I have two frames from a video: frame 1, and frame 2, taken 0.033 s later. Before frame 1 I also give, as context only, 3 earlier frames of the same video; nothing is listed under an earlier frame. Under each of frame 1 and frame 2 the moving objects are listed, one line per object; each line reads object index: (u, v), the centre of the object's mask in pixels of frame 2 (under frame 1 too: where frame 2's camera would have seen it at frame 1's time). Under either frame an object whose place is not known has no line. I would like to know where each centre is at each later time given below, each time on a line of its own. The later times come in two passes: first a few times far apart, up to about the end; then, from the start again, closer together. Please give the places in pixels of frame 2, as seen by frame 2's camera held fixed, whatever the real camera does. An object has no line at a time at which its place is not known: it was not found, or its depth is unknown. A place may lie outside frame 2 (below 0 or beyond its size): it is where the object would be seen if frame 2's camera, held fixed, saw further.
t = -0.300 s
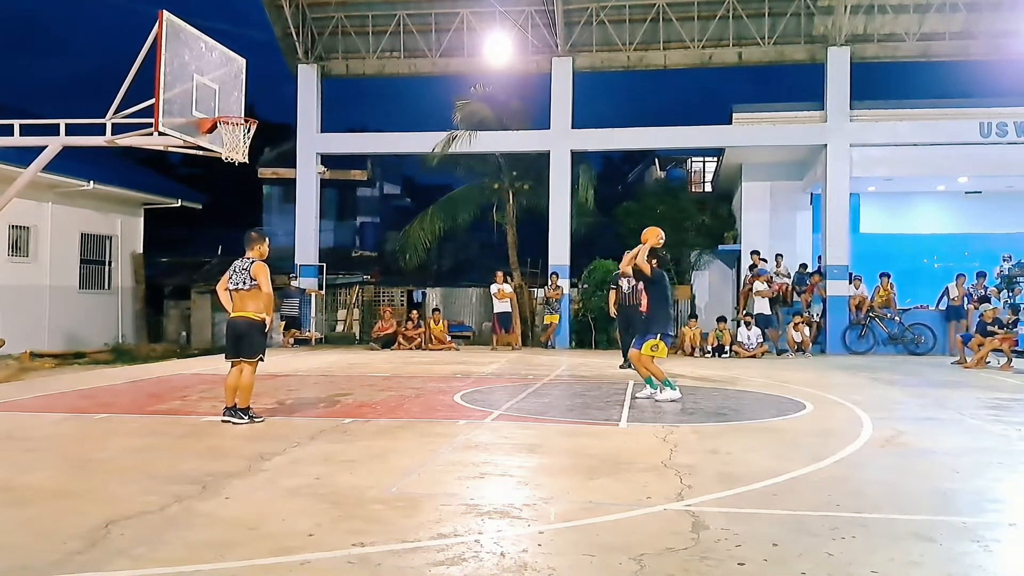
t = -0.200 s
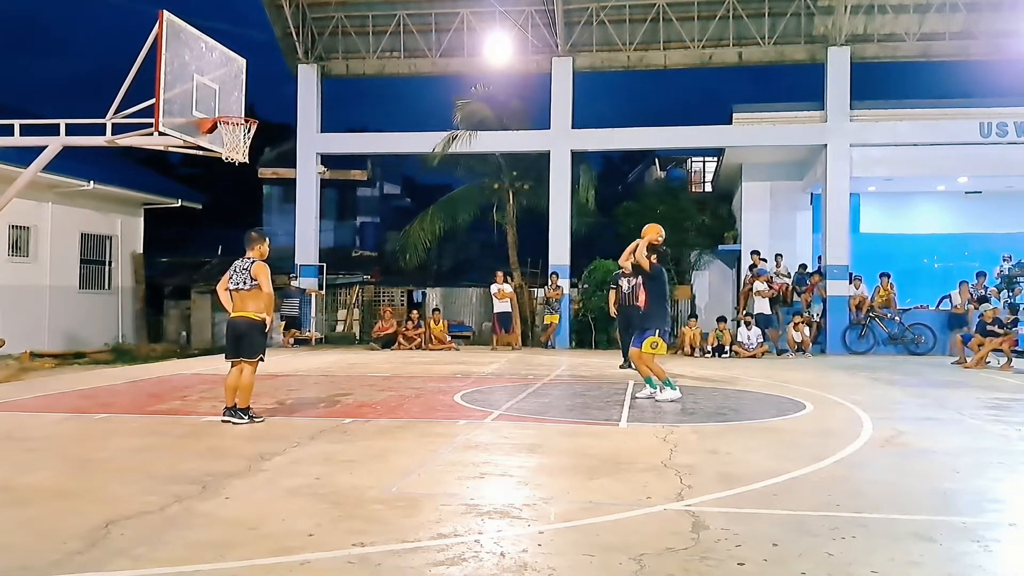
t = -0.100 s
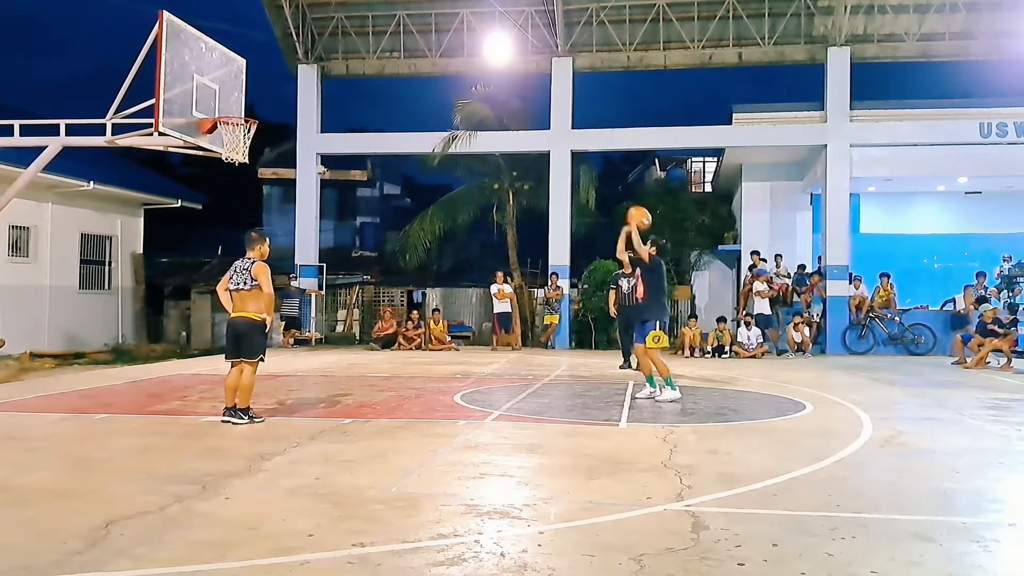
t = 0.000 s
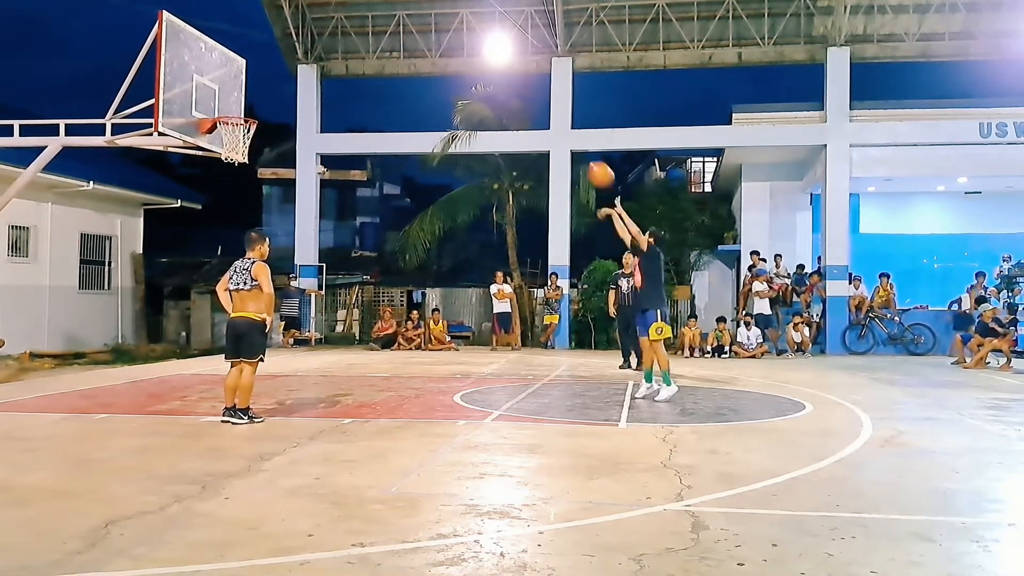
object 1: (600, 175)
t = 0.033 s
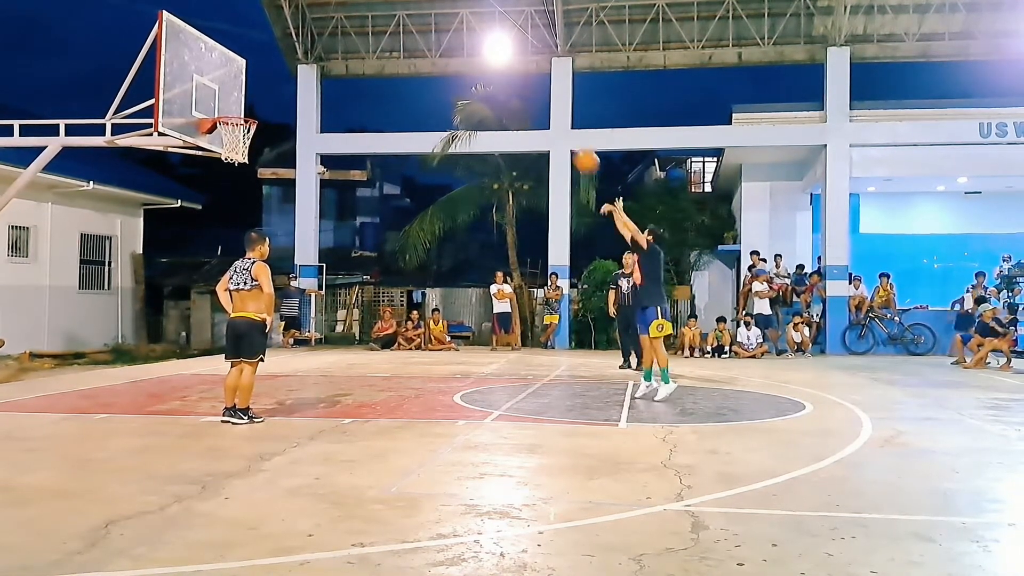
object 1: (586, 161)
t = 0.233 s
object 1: (499, 93)
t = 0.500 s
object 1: (387, 60)
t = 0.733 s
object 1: (291, 86)
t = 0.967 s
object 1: (224, 133)
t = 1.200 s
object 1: (234, 138)
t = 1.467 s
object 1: (249, 168)
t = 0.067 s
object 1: (571, 147)
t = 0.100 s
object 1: (556, 133)
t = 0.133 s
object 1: (540, 120)
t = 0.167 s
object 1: (527, 110)
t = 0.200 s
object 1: (513, 101)
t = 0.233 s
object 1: (499, 93)
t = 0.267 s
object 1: (485, 86)
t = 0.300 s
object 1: (471, 79)
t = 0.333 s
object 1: (457, 74)
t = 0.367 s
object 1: (444, 69)
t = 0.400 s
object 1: (429, 65)
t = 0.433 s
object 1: (416, 63)
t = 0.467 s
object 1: (401, 62)
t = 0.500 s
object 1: (387, 60)
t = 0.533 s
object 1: (373, 62)
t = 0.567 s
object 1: (360, 63)
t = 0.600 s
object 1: (347, 65)
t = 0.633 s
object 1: (334, 69)
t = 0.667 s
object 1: (321, 73)
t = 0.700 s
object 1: (306, 79)
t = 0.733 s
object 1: (291, 86)
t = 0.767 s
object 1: (280, 93)
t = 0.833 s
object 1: (255, 110)
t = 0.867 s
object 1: (242, 117)
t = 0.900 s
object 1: (235, 122)
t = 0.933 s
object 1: (222, 131)
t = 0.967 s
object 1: (224, 133)
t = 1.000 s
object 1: (222, 132)
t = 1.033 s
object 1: (223, 133)
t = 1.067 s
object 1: (226, 132)
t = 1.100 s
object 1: (229, 134)
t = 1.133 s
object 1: (230, 135)
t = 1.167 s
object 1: (234, 135)
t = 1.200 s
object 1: (234, 138)
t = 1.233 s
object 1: (239, 139)
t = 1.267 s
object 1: (242, 143)
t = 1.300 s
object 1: (245, 146)
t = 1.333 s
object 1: (248, 149)
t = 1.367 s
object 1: (249, 153)
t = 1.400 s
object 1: (249, 159)
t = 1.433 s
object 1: (249, 163)
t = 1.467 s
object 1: (249, 168)
